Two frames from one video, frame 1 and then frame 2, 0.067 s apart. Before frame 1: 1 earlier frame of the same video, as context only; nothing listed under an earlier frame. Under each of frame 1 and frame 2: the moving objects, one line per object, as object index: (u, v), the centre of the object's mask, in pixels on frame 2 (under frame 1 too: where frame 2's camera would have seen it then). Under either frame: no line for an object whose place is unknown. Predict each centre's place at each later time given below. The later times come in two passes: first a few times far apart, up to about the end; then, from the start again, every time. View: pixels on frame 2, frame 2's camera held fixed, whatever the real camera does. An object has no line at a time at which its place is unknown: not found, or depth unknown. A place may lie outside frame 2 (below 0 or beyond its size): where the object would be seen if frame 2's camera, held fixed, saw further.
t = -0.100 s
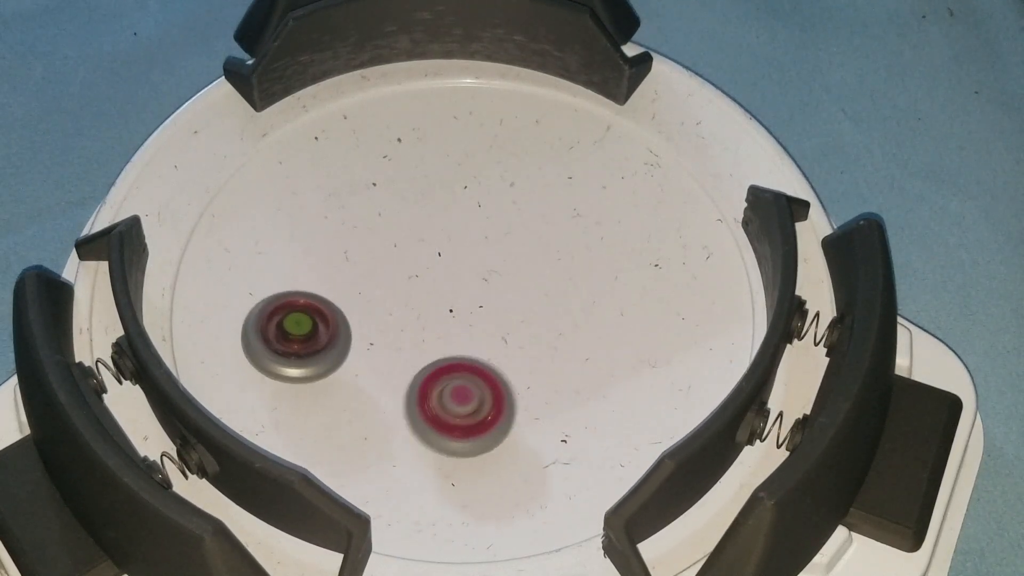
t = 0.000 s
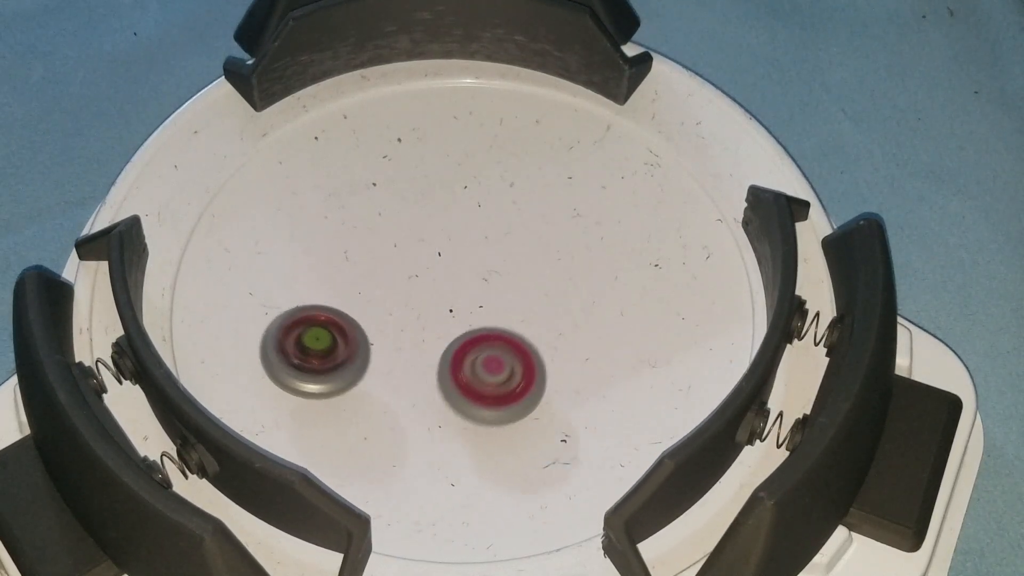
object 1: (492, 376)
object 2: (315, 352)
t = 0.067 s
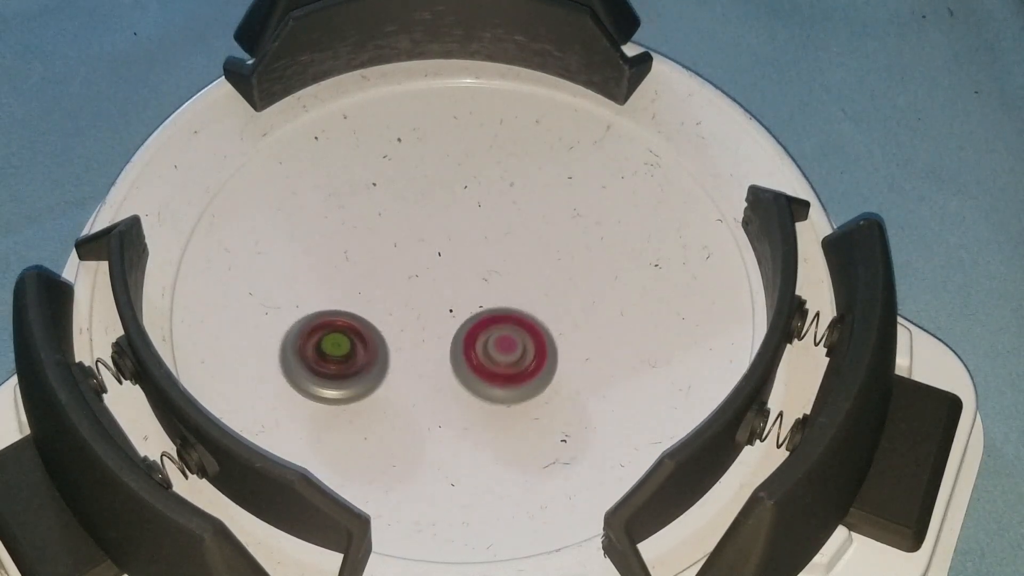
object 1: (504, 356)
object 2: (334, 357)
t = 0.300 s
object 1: (510, 296)
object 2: (408, 338)
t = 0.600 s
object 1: (561, 205)
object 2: (407, 281)
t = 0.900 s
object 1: (538, 182)
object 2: (390, 253)
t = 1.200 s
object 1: (611, 144)
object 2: (302, 407)
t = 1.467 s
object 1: (552, 198)
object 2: (553, 360)
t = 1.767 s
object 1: (348, 156)
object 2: (573, 411)
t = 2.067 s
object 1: (293, 404)
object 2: (373, 299)
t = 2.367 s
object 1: (425, 484)
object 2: (442, 398)
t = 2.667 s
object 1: (490, 467)
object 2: (537, 341)
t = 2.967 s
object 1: (483, 388)
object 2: (490, 292)
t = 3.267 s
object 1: (440, 345)
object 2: (402, 262)
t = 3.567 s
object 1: (434, 327)
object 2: (339, 282)
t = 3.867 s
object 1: (614, 320)
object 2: (253, 291)
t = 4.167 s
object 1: (600, 247)
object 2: (385, 342)
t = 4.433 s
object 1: (563, 222)
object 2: (471, 291)
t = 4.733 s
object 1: (541, 195)
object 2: (451, 260)
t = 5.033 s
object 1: (527, 183)
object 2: (424, 330)
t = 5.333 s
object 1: (482, 244)
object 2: (495, 351)
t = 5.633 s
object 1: (432, 284)
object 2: (545, 362)
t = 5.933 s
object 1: (394, 339)
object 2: (515, 327)
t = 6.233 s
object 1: (357, 379)
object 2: (459, 310)
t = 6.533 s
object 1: (350, 399)
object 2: (417, 303)
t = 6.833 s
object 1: (381, 386)
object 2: (395, 299)
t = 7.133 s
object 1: (430, 390)
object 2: (400, 243)
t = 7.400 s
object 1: (474, 338)
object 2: (412, 255)
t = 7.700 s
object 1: (543, 325)
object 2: (458, 266)
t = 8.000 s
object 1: (654, 357)
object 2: (447, 259)
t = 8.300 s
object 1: (674, 352)
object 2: (442, 320)
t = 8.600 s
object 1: (603, 360)
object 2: (473, 355)
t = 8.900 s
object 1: (546, 347)
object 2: (386, 365)
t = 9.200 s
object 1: (473, 282)
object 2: (381, 378)
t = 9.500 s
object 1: (416, 227)
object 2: (437, 321)
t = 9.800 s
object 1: (380, 184)
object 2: (475, 285)
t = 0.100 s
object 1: (507, 346)
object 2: (345, 358)
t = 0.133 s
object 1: (510, 337)
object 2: (355, 358)
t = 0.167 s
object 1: (512, 328)
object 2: (366, 356)
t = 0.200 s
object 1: (512, 320)
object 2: (377, 354)
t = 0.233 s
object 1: (512, 312)
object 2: (388, 350)
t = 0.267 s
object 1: (511, 304)
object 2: (399, 344)
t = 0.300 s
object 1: (510, 296)
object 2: (408, 338)
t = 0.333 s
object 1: (509, 290)
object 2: (415, 331)
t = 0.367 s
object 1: (530, 276)
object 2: (404, 327)
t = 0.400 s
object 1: (552, 268)
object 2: (395, 320)
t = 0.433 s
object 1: (567, 257)
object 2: (389, 316)
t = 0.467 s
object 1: (574, 247)
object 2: (386, 310)
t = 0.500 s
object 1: (574, 237)
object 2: (389, 303)
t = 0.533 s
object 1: (571, 226)
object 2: (397, 294)
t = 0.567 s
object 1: (567, 215)
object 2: (402, 286)
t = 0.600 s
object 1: (561, 205)
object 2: (407, 281)
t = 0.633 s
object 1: (555, 199)
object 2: (412, 276)
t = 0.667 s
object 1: (550, 195)
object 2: (416, 271)
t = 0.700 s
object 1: (544, 193)
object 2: (419, 266)
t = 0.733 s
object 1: (538, 191)
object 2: (421, 262)
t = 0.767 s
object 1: (532, 190)
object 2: (423, 257)
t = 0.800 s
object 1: (526, 190)
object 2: (424, 253)
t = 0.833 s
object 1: (520, 192)
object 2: (425, 249)
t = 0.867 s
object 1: (513, 194)
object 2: (426, 246)
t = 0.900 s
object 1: (538, 182)
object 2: (390, 253)
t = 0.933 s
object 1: (582, 165)
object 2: (337, 271)
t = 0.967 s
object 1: (614, 153)
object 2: (294, 287)
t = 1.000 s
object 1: (634, 145)
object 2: (259, 302)
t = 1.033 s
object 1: (643, 141)
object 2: (236, 319)
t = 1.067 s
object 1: (643, 139)
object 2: (226, 337)
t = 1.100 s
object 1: (638, 139)
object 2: (230, 356)
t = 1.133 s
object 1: (630, 139)
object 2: (247, 375)
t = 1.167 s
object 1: (620, 141)
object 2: (272, 393)
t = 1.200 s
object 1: (611, 144)
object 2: (302, 407)
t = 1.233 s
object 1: (602, 147)
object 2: (336, 418)
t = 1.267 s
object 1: (593, 152)
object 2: (373, 423)
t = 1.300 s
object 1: (585, 157)
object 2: (411, 422)
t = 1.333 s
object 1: (577, 164)
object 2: (446, 417)
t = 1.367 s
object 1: (570, 171)
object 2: (478, 408)
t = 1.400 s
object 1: (564, 179)
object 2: (507, 394)
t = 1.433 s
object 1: (558, 188)
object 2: (532, 378)
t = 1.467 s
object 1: (552, 198)
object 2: (553, 360)
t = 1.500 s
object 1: (546, 208)
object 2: (569, 339)
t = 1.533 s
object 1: (540, 219)
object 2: (581, 319)
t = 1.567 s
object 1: (527, 211)
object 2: (598, 316)
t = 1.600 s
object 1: (494, 158)
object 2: (637, 363)
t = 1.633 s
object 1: (464, 116)
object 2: (664, 397)
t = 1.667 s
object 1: (432, 93)
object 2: (667, 418)
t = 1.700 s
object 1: (399, 104)
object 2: (643, 420)
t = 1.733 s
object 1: (371, 129)
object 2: (612, 420)
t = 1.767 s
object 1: (348, 156)
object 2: (573, 411)
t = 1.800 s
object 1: (327, 187)
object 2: (535, 397)
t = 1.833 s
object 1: (311, 216)
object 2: (501, 380)
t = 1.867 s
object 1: (298, 246)
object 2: (470, 363)
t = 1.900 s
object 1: (289, 275)
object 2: (443, 346)
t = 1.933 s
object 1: (284, 303)
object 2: (420, 331)
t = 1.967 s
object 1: (281, 331)
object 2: (402, 317)
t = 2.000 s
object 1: (282, 357)
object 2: (388, 307)
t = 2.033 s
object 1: (286, 381)
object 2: (379, 301)
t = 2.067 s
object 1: (293, 404)
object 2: (373, 299)
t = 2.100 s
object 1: (305, 420)
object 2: (371, 301)
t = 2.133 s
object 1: (318, 436)
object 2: (373, 309)
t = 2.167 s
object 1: (335, 450)
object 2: (377, 321)
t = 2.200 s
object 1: (351, 462)
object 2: (383, 337)
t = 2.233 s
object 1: (369, 474)
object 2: (391, 354)
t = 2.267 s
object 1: (385, 480)
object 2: (402, 369)
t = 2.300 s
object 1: (400, 484)
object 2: (414, 382)
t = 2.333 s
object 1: (414, 484)
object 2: (428, 391)
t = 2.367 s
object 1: (425, 484)
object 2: (442, 398)
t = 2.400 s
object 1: (433, 492)
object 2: (461, 393)
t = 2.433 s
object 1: (442, 497)
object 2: (479, 385)
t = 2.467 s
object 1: (450, 498)
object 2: (493, 378)
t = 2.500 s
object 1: (459, 496)
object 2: (506, 373)
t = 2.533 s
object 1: (466, 493)
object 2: (516, 367)
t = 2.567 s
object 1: (473, 488)
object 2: (524, 361)
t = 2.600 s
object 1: (479, 482)
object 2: (530, 355)
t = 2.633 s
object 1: (485, 474)
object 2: (535, 348)
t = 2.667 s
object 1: (490, 467)
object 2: (537, 341)
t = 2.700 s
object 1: (494, 458)
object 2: (537, 334)
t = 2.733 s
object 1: (497, 449)
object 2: (534, 327)
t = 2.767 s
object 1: (499, 439)
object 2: (530, 322)
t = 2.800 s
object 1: (499, 430)
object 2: (525, 316)
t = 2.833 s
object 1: (498, 420)
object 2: (519, 312)
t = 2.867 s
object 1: (496, 411)
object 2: (513, 307)
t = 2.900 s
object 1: (493, 400)
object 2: (505, 304)
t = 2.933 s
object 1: (489, 391)
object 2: (497, 301)
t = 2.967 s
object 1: (483, 388)
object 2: (490, 292)
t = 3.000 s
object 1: (474, 390)
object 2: (483, 276)
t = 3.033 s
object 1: (466, 388)
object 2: (475, 265)
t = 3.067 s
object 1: (461, 383)
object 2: (465, 258)
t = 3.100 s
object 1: (457, 376)
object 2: (454, 255)
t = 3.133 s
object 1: (453, 369)
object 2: (442, 254)
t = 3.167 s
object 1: (450, 362)
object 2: (431, 255)
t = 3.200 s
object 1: (446, 356)
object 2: (420, 256)
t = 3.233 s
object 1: (442, 348)
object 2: (411, 260)
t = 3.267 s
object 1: (440, 345)
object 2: (402, 262)
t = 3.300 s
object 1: (440, 351)
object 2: (390, 253)
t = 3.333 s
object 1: (438, 352)
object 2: (380, 249)
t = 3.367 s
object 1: (436, 348)
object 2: (370, 250)
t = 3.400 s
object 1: (434, 344)
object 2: (361, 253)
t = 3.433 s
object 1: (432, 340)
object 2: (354, 259)
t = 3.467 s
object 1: (431, 335)
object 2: (350, 265)
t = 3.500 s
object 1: (430, 331)
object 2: (346, 272)
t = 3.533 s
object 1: (432, 330)
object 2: (341, 278)
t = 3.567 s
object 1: (434, 327)
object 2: (339, 282)
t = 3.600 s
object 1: (441, 326)
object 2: (335, 285)
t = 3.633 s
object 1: (485, 342)
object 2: (299, 269)
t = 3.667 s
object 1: (523, 353)
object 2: (274, 260)
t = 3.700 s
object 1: (552, 359)
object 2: (258, 255)
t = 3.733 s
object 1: (574, 358)
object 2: (251, 255)
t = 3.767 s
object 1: (590, 353)
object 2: (248, 260)
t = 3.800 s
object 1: (601, 344)
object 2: (247, 270)
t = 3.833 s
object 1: (609, 332)
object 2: (249, 280)
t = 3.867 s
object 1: (614, 320)
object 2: (253, 291)
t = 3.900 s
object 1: (617, 308)
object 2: (259, 302)
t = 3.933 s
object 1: (619, 297)
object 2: (268, 312)
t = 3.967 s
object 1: (619, 287)
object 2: (279, 321)
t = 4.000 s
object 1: (618, 278)
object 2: (293, 329)
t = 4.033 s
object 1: (616, 270)
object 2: (309, 336)
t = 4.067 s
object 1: (613, 262)
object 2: (327, 341)
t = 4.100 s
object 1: (609, 256)
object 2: (346, 344)
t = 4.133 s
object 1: (605, 251)
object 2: (366, 344)
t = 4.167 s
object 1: (600, 247)
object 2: (385, 342)
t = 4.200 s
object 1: (594, 243)
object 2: (403, 338)
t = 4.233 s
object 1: (588, 241)
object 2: (420, 332)
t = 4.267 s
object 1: (582, 238)
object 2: (435, 325)
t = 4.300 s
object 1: (576, 236)
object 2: (449, 317)
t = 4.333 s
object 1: (569, 235)
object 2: (460, 309)
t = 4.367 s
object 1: (561, 233)
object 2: (470, 300)
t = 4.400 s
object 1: (555, 232)
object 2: (476, 293)
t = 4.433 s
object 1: (563, 222)
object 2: (471, 291)
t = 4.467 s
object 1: (566, 215)
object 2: (467, 287)
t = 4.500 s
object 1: (563, 212)
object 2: (466, 282)
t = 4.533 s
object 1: (557, 210)
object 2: (469, 275)
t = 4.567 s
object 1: (553, 208)
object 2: (472, 267)
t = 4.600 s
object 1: (552, 204)
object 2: (468, 263)
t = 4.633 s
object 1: (547, 202)
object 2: (467, 260)
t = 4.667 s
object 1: (549, 198)
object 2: (459, 260)
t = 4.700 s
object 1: (546, 196)
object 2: (453, 260)
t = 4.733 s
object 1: (541, 195)
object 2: (451, 260)
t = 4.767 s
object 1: (536, 195)
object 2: (453, 260)
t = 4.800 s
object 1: (530, 196)
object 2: (455, 261)
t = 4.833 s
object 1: (539, 187)
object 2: (441, 272)
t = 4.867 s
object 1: (547, 179)
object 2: (425, 285)
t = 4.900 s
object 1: (547, 177)
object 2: (415, 296)
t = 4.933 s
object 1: (543, 176)
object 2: (412, 305)
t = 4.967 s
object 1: (538, 177)
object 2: (413, 314)
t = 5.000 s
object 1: (533, 180)
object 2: (417, 322)
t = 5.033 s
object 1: (527, 183)
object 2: (424, 330)
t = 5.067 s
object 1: (521, 187)
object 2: (432, 337)
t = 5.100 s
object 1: (516, 193)
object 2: (440, 342)
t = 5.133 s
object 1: (510, 198)
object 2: (449, 346)
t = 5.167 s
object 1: (505, 205)
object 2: (458, 349)
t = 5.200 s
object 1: (500, 212)
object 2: (466, 351)
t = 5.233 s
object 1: (496, 220)
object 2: (474, 353)
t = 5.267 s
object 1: (491, 228)
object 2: (482, 353)
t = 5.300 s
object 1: (487, 236)
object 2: (489, 352)
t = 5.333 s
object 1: (482, 244)
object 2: (495, 351)
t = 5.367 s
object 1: (478, 253)
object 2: (500, 350)
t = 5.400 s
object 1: (474, 261)
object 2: (505, 348)
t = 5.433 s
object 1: (466, 257)
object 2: (514, 359)
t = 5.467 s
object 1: (460, 256)
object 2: (523, 365)
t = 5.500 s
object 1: (454, 260)
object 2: (529, 367)
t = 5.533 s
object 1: (449, 265)
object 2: (535, 368)
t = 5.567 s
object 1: (444, 271)
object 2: (539, 366)
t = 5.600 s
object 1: (438, 278)
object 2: (542, 365)
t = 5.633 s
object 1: (432, 284)
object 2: (545, 362)
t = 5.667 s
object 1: (427, 291)
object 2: (547, 359)
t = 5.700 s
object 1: (422, 298)
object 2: (547, 356)
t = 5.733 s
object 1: (417, 304)
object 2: (547, 352)
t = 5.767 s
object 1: (412, 310)
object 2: (544, 348)
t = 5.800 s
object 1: (408, 317)
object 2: (541, 343)
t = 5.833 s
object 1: (404, 323)
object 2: (536, 338)
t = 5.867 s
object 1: (400, 329)
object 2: (530, 334)
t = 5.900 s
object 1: (396, 334)
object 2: (523, 330)
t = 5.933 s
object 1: (394, 339)
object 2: (515, 327)
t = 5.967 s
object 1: (391, 344)
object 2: (507, 324)
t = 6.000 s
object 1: (389, 349)
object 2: (497, 322)
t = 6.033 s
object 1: (387, 353)
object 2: (487, 321)
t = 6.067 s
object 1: (374, 359)
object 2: (487, 317)
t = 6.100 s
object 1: (366, 365)
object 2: (485, 314)
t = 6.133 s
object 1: (361, 369)
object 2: (480, 312)
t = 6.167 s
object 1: (359, 372)
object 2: (473, 311)
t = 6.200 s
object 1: (358, 376)
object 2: (466, 310)
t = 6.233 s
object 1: (357, 379)
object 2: (459, 310)
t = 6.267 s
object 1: (357, 381)
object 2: (451, 310)
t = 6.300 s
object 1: (357, 383)
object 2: (443, 310)
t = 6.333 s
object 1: (357, 385)
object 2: (436, 310)
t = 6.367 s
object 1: (357, 386)
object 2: (429, 312)
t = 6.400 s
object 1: (357, 387)
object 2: (423, 313)
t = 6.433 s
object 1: (358, 388)
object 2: (418, 314)
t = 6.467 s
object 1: (357, 390)
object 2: (414, 314)
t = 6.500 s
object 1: (351, 397)
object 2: (417, 307)
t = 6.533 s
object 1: (350, 399)
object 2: (417, 303)
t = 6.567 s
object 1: (352, 401)
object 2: (415, 301)
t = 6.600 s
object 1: (353, 401)
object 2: (413, 300)
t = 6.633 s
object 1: (356, 401)
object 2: (410, 300)
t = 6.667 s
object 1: (359, 401)
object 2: (407, 299)
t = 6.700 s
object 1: (362, 399)
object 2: (404, 299)
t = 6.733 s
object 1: (367, 397)
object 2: (401, 299)
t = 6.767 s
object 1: (372, 394)
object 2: (398, 300)
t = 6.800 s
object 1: (376, 390)
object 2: (397, 300)
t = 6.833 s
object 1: (381, 386)
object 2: (395, 299)
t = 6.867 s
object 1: (382, 396)
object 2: (398, 288)
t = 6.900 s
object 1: (383, 406)
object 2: (403, 271)
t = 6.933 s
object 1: (388, 409)
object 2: (406, 260)
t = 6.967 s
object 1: (394, 408)
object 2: (406, 254)
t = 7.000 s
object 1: (401, 406)
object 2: (406, 249)
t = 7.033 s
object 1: (408, 403)
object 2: (404, 246)
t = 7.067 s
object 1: (416, 399)
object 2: (403, 245)
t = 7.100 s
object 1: (423, 395)
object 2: (401, 244)
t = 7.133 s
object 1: (430, 390)
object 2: (400, 243)
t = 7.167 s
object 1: (436, 385)
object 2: (399, 244)
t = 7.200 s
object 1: (442, 379)
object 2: (399, 245)
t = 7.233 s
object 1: (448, 373)
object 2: (400, 246)
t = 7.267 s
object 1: (454, 366)
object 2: (401, 248)
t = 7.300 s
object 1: (460, 359)
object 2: (402, 250)
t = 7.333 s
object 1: (465, 352)
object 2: (404, 251)
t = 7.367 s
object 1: (470, 345)
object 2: (408, 253)
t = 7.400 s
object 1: (474, 338)
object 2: (412, 255)
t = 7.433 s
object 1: (479, 332)
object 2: (416, 257)
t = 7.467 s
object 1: (483, 325)
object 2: (420, 258)
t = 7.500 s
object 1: (494, 326)
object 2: (423, 256)
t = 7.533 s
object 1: (506, 332)
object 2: (426, 253)
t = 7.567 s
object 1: (516, 335)
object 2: (432, 252)
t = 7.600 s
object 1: (526, 334)
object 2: (439, 255)
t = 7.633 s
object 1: (533, 331)
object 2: (446, 258)
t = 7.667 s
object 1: (538, 328)
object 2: (452, 262)
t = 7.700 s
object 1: (543, 325)
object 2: (458, 266)
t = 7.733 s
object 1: (548, 322)
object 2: (464, 270)
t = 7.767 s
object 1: (555, 320)
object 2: (468, 273)
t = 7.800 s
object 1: (567, 323)
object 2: (470, 275)
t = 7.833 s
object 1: (574, 324)
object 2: (474, 278)
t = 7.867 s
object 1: (580, 323)
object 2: (481, 282)
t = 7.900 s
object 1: (584, 322)
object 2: (489, 285)
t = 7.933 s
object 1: (610, 334)
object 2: (476, 276)
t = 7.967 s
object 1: (637, 348)
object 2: (459, 265)
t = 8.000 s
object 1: (654, 357)
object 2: (447, 259)
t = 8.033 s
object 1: (667, 360)
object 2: (438, 259)
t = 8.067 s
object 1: (676, 360)
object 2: (432, 262)
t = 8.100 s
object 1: (682, 359)
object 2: (430, 268)
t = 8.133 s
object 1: (685, 358)
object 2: (430, 276)
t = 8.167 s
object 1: (687, 356)
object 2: (431, 284)
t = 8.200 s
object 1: (686, 354)
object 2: (432, 293)
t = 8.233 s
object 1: (684, 353)
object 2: (435, 302)
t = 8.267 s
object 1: (679, 352)
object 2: (438, 311)
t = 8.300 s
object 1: (674, 352)
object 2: (442, 320)
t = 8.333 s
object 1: (669, 351)
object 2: (447, 327)
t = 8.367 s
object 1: (662, 352)
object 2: (452, 334)
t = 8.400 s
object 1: (655, 352)
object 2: (457, 340)
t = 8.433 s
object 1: (646, 354)
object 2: (462, 345)
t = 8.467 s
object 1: (637, 355)
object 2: (468, 349)
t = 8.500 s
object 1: (627, 357)
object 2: (473, 353)
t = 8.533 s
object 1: (615, 358)
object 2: (478, 355)
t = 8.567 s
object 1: (602, 358)
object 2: (483, 357)
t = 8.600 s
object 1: (603, 360)
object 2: (473, 355)
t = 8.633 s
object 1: (619, 362)
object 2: (446, 351)
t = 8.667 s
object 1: (623, 363)
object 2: (426, 347)
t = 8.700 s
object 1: (617, 362)
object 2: (413, 345)
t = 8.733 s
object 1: (608, 361)
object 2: (405, 346)
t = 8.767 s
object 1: (598, 358)
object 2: (399, 349)
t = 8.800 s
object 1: (586, 356)
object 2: (394, 353)
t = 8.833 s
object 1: (573, 353)
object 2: (391, 357)
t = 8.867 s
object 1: (560, 350)
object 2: (388, 362)
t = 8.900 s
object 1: (546, 347)
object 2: (386, 365)
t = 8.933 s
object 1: (532, 344)
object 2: (385, 368)
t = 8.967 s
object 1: (518, 341)
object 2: (385, 370)
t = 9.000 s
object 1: (503, 337)
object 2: (385, 372)
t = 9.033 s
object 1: (488, 333)
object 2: (386, 372)
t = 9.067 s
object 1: (475, 326)
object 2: (384, 373)
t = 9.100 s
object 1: (479, 314)
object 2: (377, 378)
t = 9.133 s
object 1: (480, 301)
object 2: (375, 381)
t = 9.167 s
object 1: (479, 291)
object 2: (376, 381)
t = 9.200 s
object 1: (473, 282)
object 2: (381, 378)
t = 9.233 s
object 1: (466, 275)
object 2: (388, 375)
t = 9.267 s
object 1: (459, 267)
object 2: (395, 371)
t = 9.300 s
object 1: (451, 260)
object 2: (403, 366)
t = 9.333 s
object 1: (444, 254)
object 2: (410, 360)
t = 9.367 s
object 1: (438, 247)
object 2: (416, 354)
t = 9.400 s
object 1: (431, 241)
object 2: (422, 346)
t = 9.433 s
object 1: (426, 236)
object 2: (428, 338)
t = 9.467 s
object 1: (420, 231)
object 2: (433, 329)
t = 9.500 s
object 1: (416, 227)
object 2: (437, 321)
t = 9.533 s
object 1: (412, 223)
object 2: (440, 312)
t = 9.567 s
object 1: (408, 219)
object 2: (443, 304)
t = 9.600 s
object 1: (404, 213)
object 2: (447, 299)
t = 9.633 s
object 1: (401, 209)
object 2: (450, 293)
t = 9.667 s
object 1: (398, 206)
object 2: (452, 287)
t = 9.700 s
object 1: (396, 203)
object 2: (454, 280)
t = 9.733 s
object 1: (392, 199)
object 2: (458, 277)
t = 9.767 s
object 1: (384, 188)
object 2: (468, 283)
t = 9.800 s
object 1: (380, 184)
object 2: (475, 285)
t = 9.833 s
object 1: (378, 181)
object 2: (481, 284)
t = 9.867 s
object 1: (375, 180)
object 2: (485, 282)
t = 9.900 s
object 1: (374, 179)
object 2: (489, 280)
